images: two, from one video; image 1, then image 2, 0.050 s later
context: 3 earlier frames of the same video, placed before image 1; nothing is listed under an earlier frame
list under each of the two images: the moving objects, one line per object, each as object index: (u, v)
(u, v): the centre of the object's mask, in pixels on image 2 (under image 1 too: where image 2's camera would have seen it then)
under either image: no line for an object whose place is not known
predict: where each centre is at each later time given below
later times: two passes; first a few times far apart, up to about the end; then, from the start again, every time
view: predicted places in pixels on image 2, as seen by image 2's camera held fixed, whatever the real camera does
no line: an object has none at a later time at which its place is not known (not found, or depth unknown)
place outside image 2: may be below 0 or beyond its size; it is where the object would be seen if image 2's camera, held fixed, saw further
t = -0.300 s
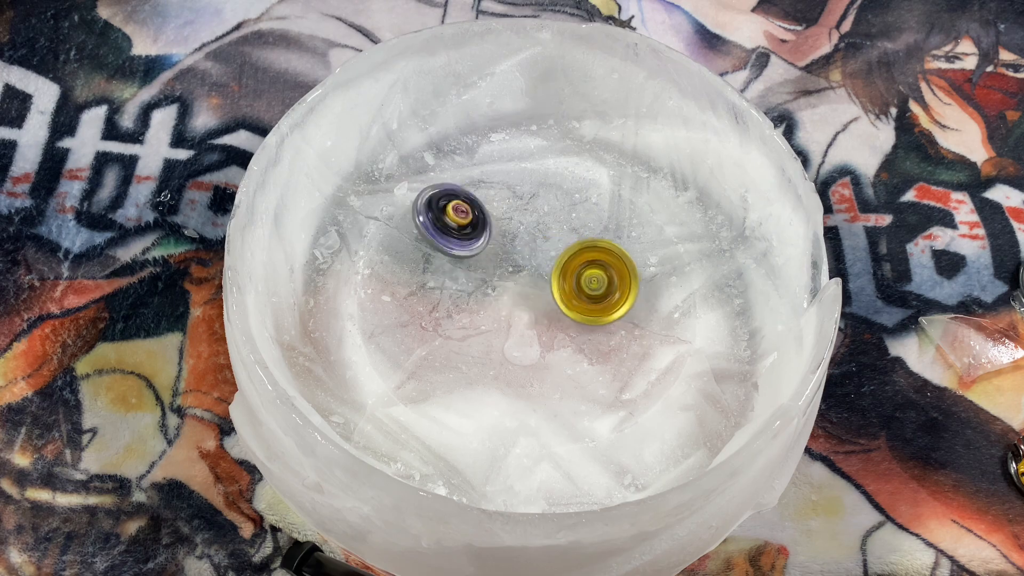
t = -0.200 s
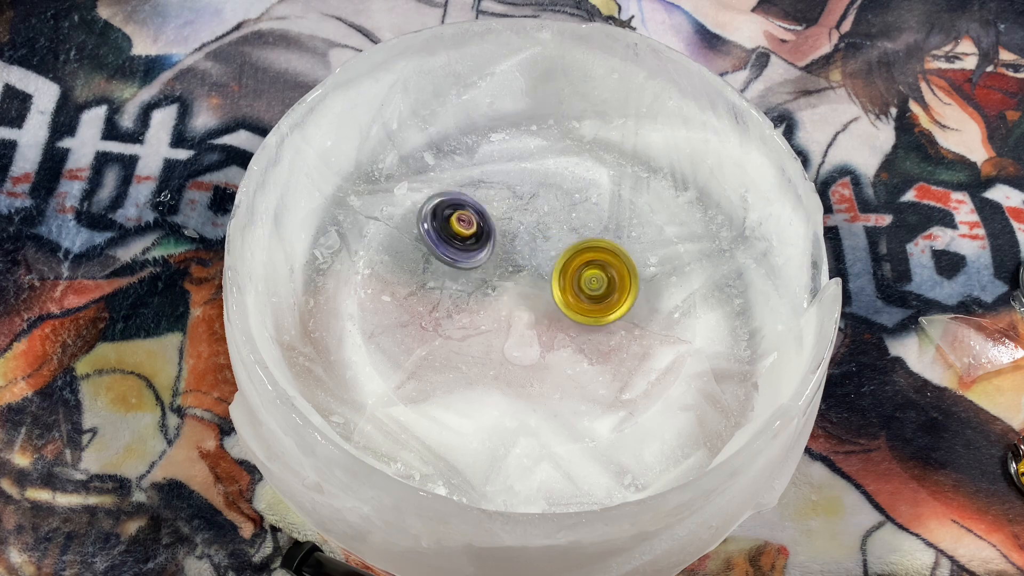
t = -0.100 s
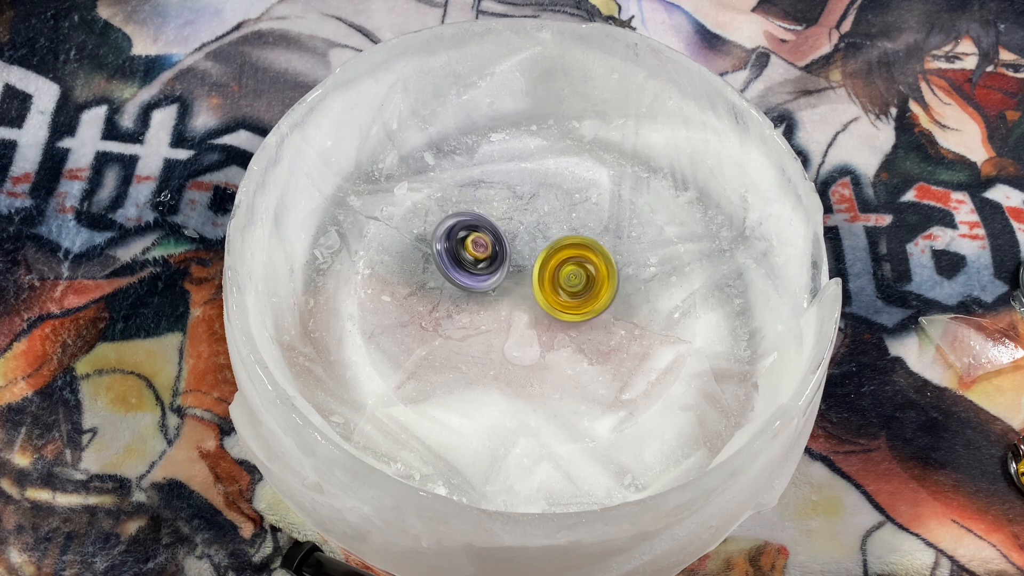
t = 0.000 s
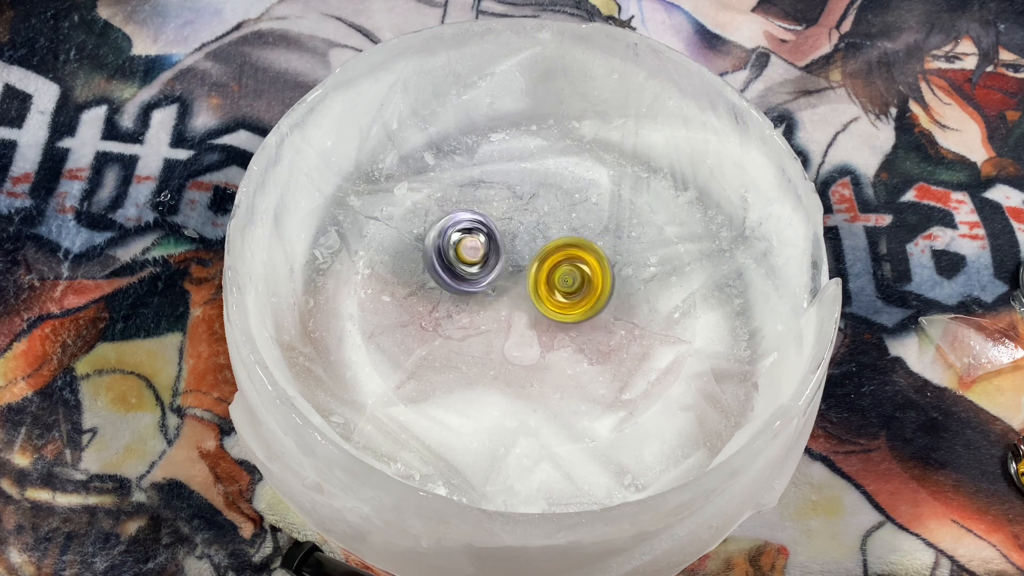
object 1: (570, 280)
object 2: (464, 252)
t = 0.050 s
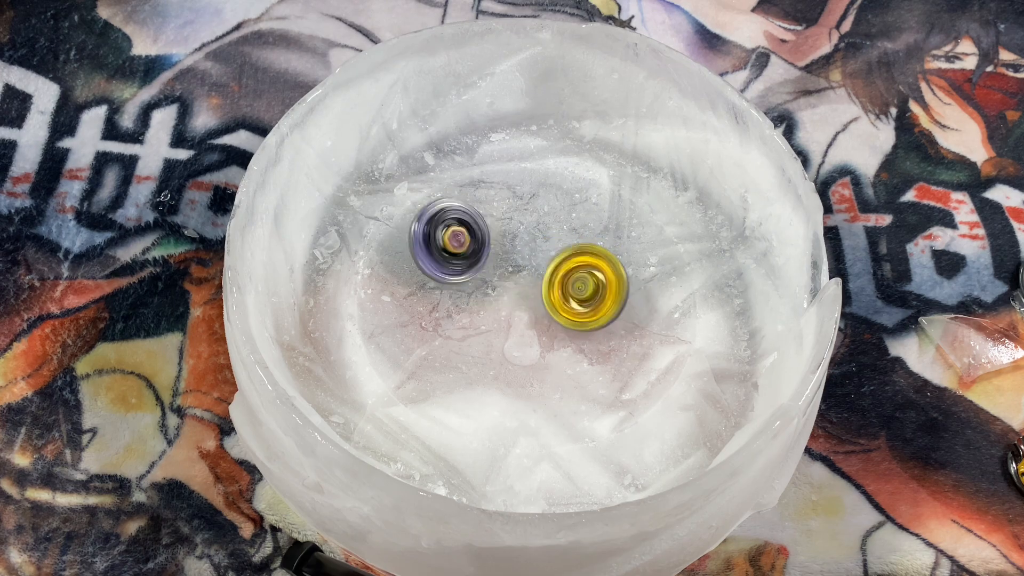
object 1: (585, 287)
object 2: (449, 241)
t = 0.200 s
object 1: (596, 300)
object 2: (462, 236)
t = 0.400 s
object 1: (560, 283)
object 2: (521, 222)
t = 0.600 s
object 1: (567, 301)
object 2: (550, 199)
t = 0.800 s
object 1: (566, 298)
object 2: (560, 224)
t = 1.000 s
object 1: (562, 312)
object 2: (550, 237)
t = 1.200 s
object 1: (558, 308)
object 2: (549, 235)
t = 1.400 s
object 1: (563, 301)
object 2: (565, 223)
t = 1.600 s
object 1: (568, 296)
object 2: (546, 228)
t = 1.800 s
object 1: (559, 301)
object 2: (538, 221)
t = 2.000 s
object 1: (559, 286)
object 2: (526, 223)
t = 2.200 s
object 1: (554, 291)
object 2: (502, 234)
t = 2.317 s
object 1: (544, 285)
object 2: (485, 236)
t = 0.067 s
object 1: (588, 290)
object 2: (447, 239)
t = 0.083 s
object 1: (592, 292)
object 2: (446, 237)
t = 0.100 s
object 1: (594, 294)
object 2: (445, 236)
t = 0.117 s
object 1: (596, 296)
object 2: (447, 235)
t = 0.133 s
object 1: (597, 298)
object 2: (449, 235)
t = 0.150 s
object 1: (598, 299)
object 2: (451, 235)
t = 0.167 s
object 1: (597, 301)
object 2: (455, 235)
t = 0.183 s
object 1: (597, 300)
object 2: (458, 236)
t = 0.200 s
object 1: (596, 300)
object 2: (462, 236)
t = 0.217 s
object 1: (594, 300)
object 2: (466, 235)
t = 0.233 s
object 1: (593, 299)
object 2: (470, 234)
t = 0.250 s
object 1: (590, 298)
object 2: (475, 234)
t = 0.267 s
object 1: (588, 297)
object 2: (481, 233)
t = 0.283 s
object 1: (585, 295)
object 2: (486, 232)
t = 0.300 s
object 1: (583, 293)
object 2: (493, 230)
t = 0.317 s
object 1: (579, 291)
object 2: (497, 230)
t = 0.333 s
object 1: (575, 288)
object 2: (502, 229)
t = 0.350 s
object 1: (570, 286)
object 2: (508, 229)
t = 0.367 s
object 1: (566, 284)
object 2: (513, 228)
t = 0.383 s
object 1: (562, 283)
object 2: (517, 225)
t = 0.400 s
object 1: (560, 283)
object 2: (521, 222)
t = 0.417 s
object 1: (562, 286)
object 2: (524, 219)
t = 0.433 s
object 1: (565, 288)
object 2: (528, 214)
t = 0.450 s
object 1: (566, 291)
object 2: (531, 210)
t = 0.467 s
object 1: (567, 292)
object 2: (534, 205)
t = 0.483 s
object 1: (568, 294)
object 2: (536, 201)
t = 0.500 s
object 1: (567, 296)
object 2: (538, 198)
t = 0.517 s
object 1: (566, 297)
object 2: (540, 197)
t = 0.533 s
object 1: (567, 299)
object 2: (543, 196)
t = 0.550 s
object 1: (567, 300)
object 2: (545, 195)
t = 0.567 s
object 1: (567, 300)
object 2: (547, 196)
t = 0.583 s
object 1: (567, 301)
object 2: (548, 197)
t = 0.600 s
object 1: (567, 301)
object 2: (550, 199)
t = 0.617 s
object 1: (567, 301)
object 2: (551, 201)
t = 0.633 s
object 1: (567, 301)
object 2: (553, 203)
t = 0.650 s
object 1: (567, 300)
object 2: (554, 206)
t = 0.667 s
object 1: (568, 300)
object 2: (556, 209)
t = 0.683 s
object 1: (567, 298)
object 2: (556, 212)
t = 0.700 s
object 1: (566, 297)
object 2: (558, 216)
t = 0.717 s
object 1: (566, 296)
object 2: (558, 218)
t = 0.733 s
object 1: (566, 294)
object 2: (559, 221)
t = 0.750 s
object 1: (565, 294)
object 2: (560, 223)
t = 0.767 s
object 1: (564, 296)
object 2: (560, 223)
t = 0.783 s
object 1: (564, 297)
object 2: (561, 223)
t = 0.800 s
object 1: (566, 298)
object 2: (560, 224)
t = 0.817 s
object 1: (566, 299)
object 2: (560, 225)
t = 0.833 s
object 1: (566, 300)
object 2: (560, 226)
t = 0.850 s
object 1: (565, 300)
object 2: (559, 227)
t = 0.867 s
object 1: (564, 301)
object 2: (559, 229)
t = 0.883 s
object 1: (565, 303)
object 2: (558, 229)
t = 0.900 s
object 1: (565, 307)
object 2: (558, 230)
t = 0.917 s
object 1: (567, 309)
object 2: (557, 231)
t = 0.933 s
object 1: (568, 310)
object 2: (556, 232)
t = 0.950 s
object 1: (568, 311)
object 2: (555, 233)
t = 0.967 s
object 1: (567, 312)
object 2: (553, 235)
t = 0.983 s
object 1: (565, 312)
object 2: (551, 236)
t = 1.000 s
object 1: (562, 312)
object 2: (550, 237)
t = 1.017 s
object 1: (560, 311)
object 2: (548, 239)
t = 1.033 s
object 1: (559, 313)
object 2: (547, 239)
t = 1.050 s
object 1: (558, 316)
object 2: (546, 238)
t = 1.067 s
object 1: (558, 317)
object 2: (544, 239)
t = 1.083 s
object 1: (558, 318)
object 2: (543, 239)
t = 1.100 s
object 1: (558, 318)
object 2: (543, 240)
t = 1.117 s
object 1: (558, 315)
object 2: (543, 241)
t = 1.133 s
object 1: (559, 312)
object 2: (542, 242)
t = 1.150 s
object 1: (560, 310)
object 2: (541, 243)
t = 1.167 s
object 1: (559, 309)
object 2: (542, 241)
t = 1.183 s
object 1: (559, 308)
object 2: (546, 237)
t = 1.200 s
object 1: (558, 308)
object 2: (549, 235)
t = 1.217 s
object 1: (558, 307)
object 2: (552, 234)
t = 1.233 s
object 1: (558, 306)
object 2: (554, 232)
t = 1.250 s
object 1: (560, 305)
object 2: (556, 230)
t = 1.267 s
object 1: (562, 304)
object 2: (557, 228)
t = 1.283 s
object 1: (563, 304)
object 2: (559, 227)
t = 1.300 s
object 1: (564, 304)
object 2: (561, 227)
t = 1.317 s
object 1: (563, 303)
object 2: (562, 225)
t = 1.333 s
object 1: (563, 303)
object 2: (564, 225)
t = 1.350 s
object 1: (562, 302)
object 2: (565, 224)
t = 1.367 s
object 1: (561, 301)
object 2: (565, 224)
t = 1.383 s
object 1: (562, 301)
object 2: (565, 223)
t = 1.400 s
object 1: (563, 301)
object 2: (565, 223)
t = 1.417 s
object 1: (564, 302)
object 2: (565, 224)
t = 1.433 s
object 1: (565, 303)
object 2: (563, 224)
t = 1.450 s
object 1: (566, 303)
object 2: (562, 224)
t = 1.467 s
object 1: (566, 303)
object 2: (561, 225)
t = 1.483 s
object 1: (566, 302)
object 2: (560, 225)
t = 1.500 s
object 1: (566, 301)
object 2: (558, 226)
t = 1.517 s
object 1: (566, 300)
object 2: (556, 226)
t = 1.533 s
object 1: (565, 299)
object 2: (554, 226)
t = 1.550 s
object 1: (565, 298)
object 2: (552, 226)
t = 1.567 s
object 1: (566, 298)
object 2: (550, 226)
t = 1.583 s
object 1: (568, 297)
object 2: (548, 227)
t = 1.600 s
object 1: (568, 296)
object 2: (546, 228)
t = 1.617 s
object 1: (569, 296)
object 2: (544, 229)
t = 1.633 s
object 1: (568, 296)
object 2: (543, 230)
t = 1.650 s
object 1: (568, 297)
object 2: (542, 230)
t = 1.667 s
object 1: (567, 298)
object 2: (541, 231)
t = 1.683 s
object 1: (567, 300)
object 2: (541, 231)
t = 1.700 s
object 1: (567, 303)
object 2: (541, 229)
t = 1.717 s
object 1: (566, 305)
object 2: (541, 227)
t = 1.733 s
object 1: (566, 306)
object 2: (540, 225)
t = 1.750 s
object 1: (565, 306)
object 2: (539, 223)
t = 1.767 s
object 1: (563, 304)
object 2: (538, 222)
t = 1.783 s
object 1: (561, 303)
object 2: (538, 222)
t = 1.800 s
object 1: (559, 301)
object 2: (538, 221)
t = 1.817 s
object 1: (557, 298)
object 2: (538, 221)
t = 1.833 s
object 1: (556, 296)
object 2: (537, 222)
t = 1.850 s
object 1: (556, 293)
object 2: (537, 224)
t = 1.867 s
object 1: (557, 291)
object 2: (535, 224)
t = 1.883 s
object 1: (558, 290)
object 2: (535, 222)
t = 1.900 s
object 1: (558, 290)
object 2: (534, 222)
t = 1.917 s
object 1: (558, 290)
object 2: (531, 220)
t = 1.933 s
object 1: (558, 289)
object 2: (530, 221)
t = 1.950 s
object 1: (558, 286)
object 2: (528, 222)
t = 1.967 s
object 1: (559, 286)
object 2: (527, 222)
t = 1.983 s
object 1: (559, 286)
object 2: (527, 222)
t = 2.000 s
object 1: (559, 286)
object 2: (526, 223)
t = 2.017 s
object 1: (559, 286)
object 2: (525, 224)
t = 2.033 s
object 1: (559, 287)
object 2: (523, 224)
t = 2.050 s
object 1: (558, 287)
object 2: (521, 225)
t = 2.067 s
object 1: (558, 286)
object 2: (520, 226)
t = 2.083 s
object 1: (557, 285)
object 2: (518, 227)
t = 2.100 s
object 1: (557, 287)
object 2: (515, 227)
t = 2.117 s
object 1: (557, 288)
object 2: (512, 229)
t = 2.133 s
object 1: (556, 288)
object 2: (510, 231)
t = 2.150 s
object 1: (555, 288)
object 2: (508, 232)
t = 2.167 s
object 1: (555, 289)
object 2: (506, 234)
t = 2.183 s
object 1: (555, 290)
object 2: (504, 234)
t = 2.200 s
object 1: (554, 291)
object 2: (502, 234)
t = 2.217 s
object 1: (553, 291)
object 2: (499, 235)
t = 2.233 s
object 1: (551, 290)
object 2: (497, 235)
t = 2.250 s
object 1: (549, 289)
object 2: (494, 235)
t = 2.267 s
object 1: (547, 287)
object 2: (491, 236)
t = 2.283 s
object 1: (546, 286)
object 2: (489, 236)
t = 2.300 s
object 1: (545, 286)
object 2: (486, 237)
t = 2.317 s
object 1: (544, 285)
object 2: (485, 236)
